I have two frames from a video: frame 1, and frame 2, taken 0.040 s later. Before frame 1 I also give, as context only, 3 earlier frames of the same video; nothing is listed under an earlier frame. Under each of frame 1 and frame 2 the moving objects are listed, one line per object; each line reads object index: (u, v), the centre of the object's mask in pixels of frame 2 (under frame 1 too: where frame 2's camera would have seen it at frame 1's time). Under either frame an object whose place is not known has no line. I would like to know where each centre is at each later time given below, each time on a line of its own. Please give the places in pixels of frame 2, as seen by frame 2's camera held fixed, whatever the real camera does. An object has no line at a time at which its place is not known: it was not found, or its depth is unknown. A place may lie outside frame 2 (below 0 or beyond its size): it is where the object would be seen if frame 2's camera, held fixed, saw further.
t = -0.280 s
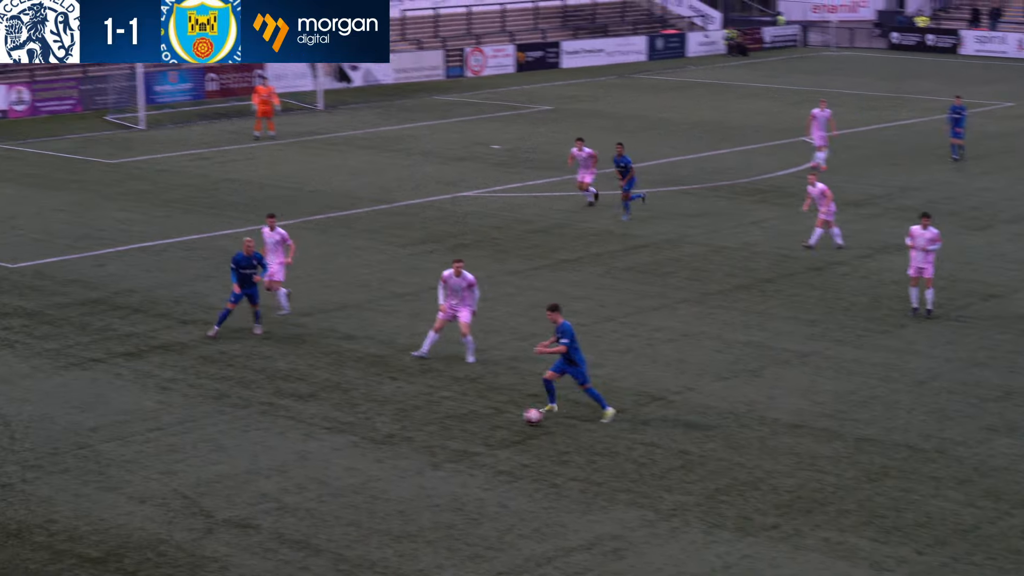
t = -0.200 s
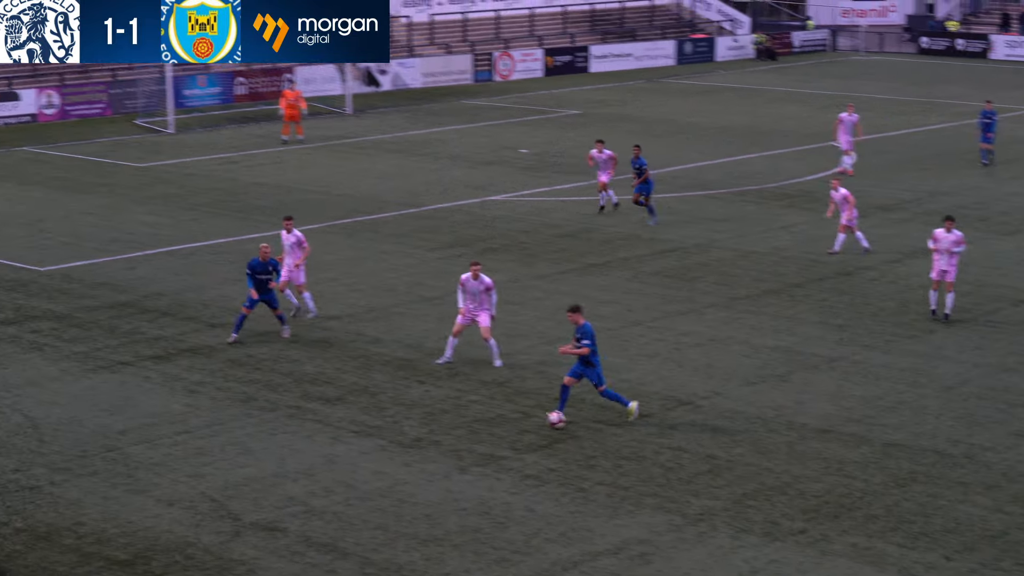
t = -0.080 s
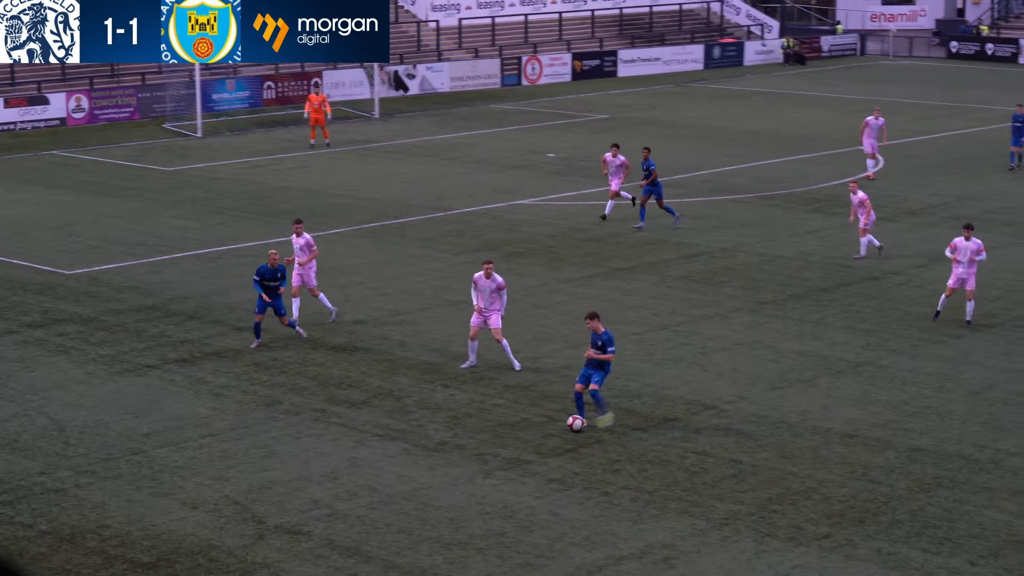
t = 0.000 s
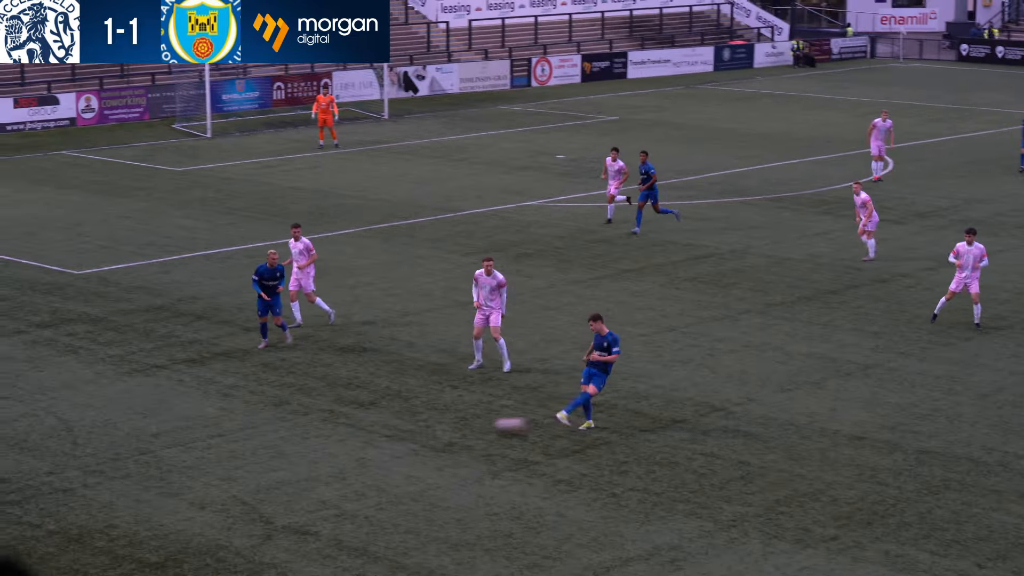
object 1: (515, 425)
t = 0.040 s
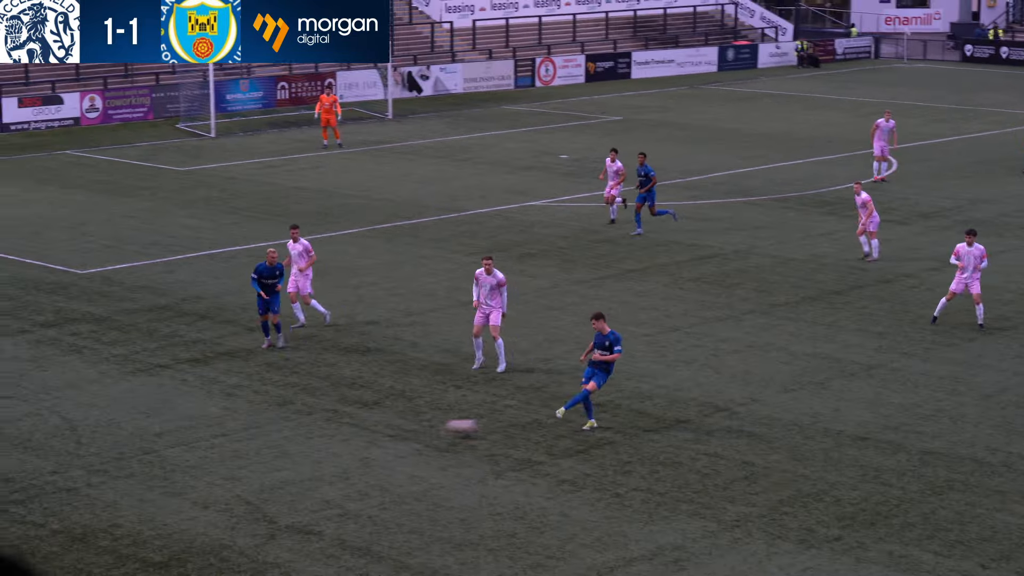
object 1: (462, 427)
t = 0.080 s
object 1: (411, 430)
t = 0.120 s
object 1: (361, 433)
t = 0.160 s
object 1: (313, 432)
